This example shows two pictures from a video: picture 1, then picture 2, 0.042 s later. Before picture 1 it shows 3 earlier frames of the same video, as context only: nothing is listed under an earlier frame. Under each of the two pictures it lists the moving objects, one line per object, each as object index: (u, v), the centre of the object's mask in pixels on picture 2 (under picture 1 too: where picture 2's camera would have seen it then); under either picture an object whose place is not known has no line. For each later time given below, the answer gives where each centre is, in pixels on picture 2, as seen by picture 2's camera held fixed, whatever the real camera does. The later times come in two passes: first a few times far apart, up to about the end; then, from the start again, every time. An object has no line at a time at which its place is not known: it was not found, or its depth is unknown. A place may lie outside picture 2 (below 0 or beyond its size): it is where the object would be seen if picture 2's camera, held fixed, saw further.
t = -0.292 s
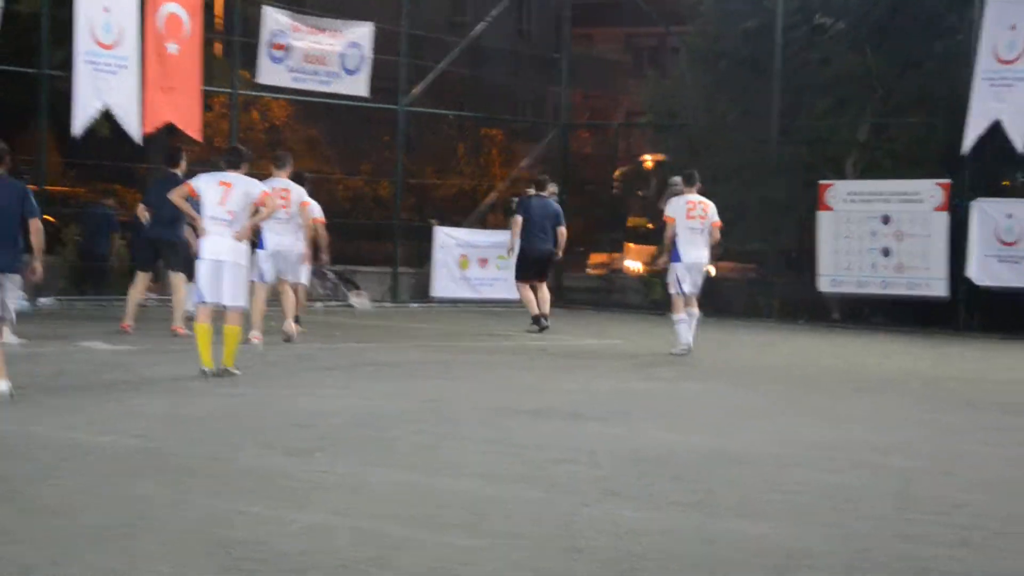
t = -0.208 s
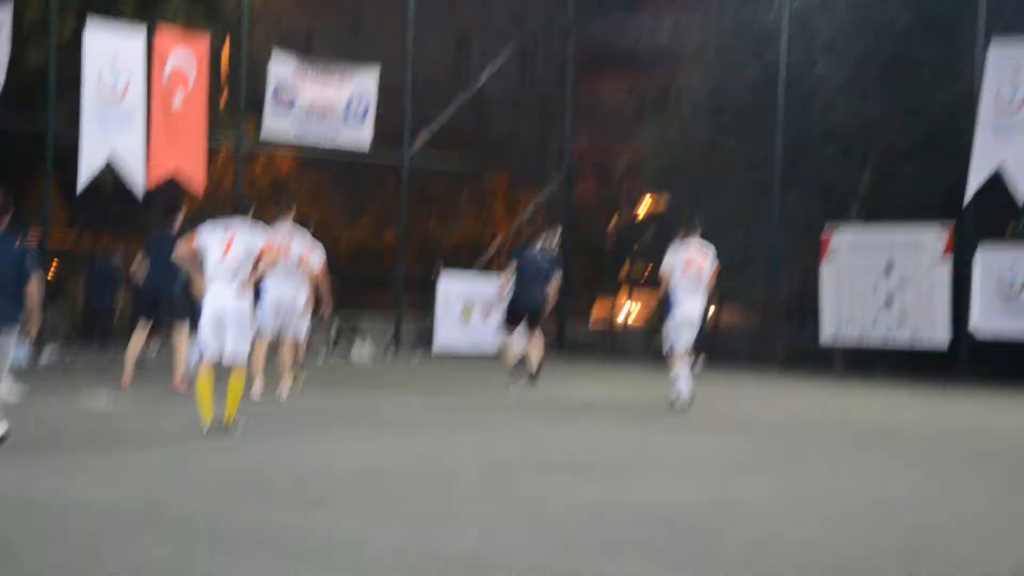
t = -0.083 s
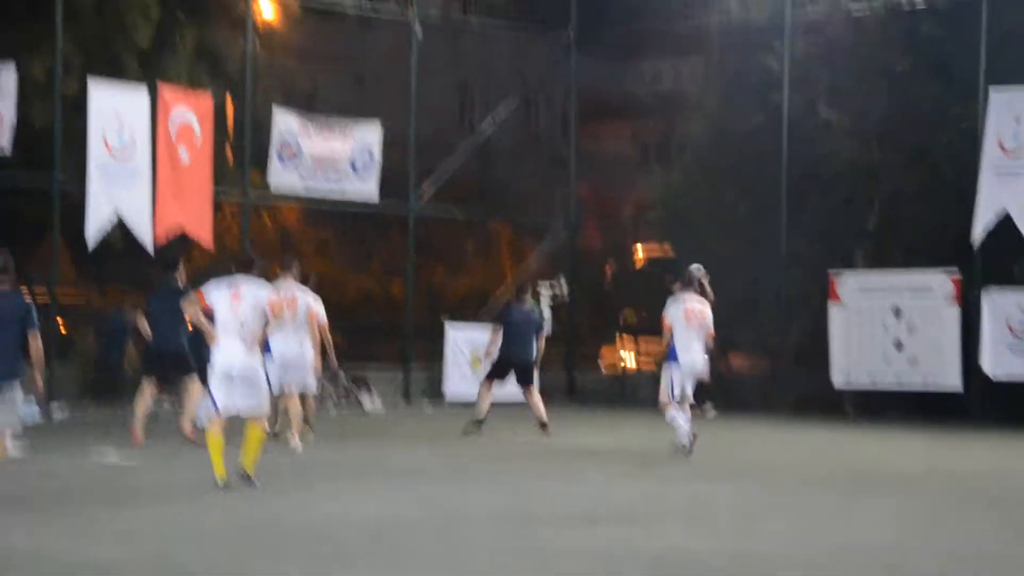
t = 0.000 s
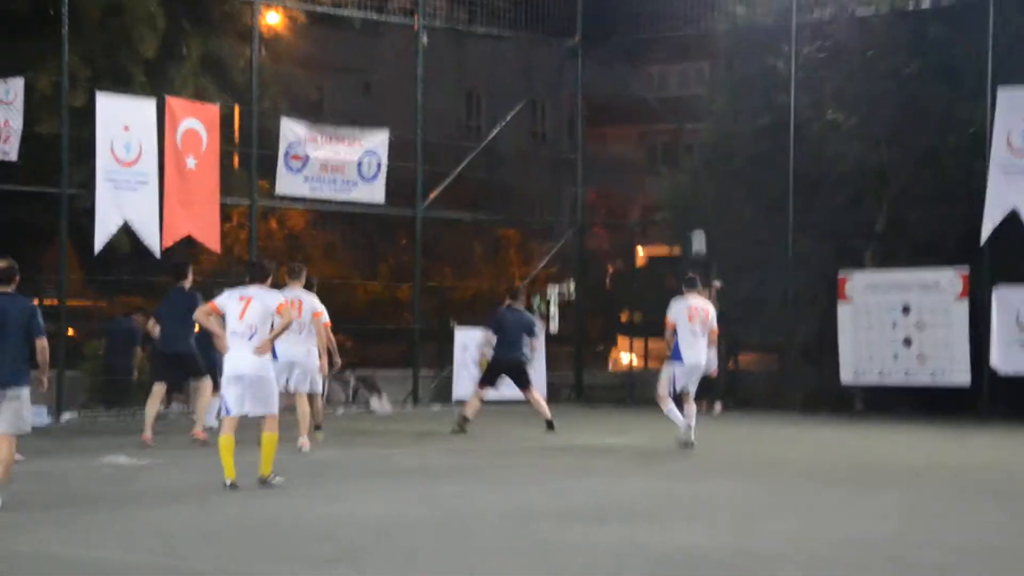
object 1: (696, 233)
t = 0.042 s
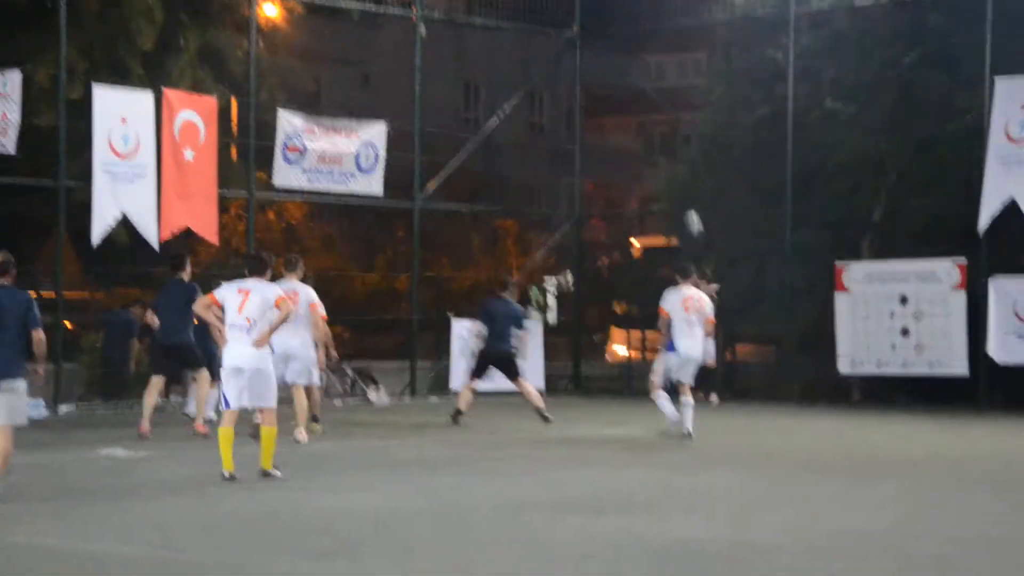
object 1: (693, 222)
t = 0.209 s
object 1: (683, 187)
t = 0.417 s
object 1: (671, 167)
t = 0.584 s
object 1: (660, 174)
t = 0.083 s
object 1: (691, 212)
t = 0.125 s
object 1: (689, 204)
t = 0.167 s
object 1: (685, 195)
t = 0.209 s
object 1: (683, 187)
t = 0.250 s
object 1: (681, 180)
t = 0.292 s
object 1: (679, 175)
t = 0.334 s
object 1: (676, 171)
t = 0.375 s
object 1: (674, 169)
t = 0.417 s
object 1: (671, 167)
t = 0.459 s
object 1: (667, 166)
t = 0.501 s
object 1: (665, 168)
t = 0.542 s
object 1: (662, 170)
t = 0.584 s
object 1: (660, 174)
